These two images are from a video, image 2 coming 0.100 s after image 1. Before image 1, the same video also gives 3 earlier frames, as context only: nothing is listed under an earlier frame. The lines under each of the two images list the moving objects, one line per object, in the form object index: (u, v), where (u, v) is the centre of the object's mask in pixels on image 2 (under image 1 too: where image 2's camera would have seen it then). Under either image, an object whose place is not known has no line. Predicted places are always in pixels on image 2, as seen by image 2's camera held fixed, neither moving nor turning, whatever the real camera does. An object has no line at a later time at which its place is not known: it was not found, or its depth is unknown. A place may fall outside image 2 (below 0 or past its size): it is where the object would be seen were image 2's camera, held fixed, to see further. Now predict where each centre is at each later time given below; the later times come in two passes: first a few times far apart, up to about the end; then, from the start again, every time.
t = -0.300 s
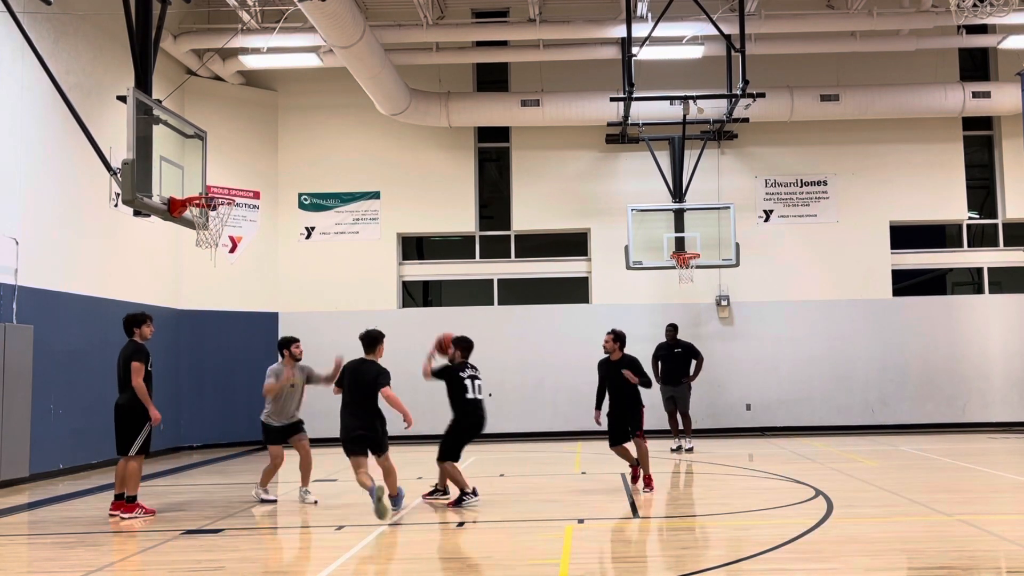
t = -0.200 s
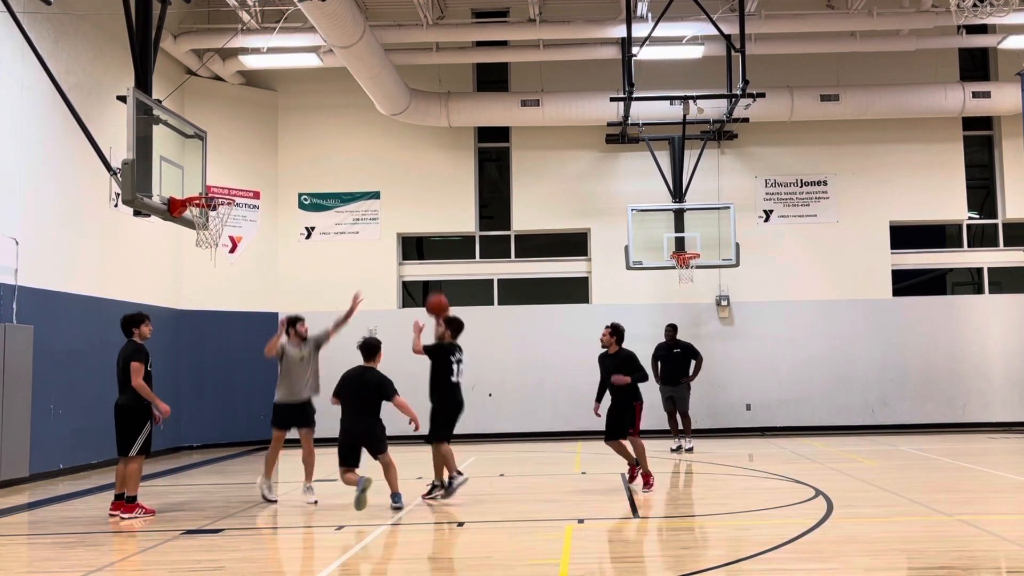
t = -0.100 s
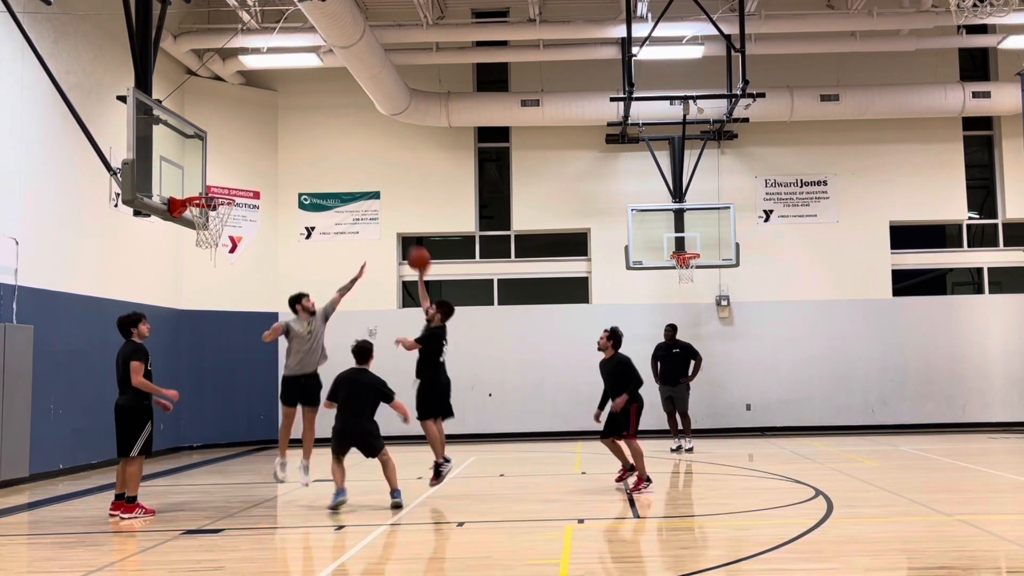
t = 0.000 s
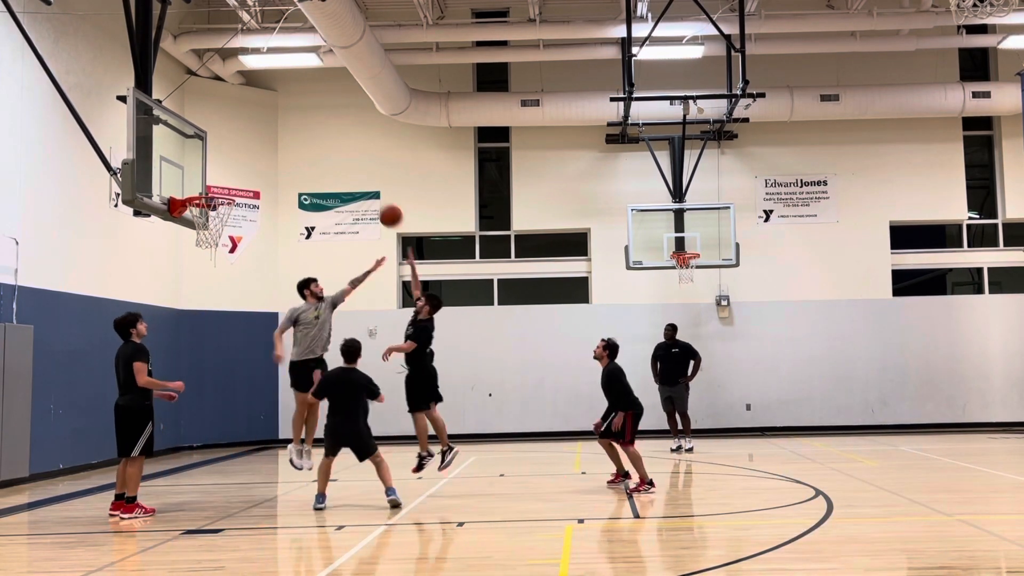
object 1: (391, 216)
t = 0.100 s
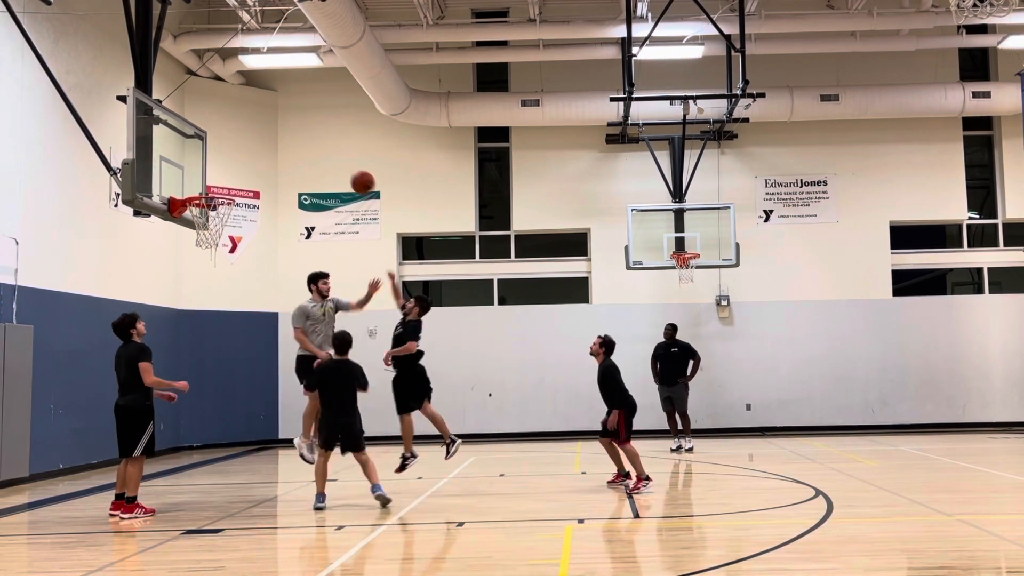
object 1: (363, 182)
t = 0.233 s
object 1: (326, 153)
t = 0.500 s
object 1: (255, 144)
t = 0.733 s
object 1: (192, 188)
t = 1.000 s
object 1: (238, 162)
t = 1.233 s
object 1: (276, 187)
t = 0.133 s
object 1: (353, 173)
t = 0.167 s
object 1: (344, 165)
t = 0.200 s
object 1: (335, 159)
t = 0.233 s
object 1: (326, 153)
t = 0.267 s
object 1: (317, 148)
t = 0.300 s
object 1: (308, 144)
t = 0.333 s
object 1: (300, 142)
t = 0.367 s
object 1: (291, 140)
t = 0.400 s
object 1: (282, 139)
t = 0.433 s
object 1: (273, 140)
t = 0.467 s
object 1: (264, 141)
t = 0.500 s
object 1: (255, 144)
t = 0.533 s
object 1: (246, 147)
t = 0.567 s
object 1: (237, 152)
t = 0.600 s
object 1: (228, 157)
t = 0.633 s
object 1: (219, 164)
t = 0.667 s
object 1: (210, 172)
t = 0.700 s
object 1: (201, 180)
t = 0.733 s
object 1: (192, 188)
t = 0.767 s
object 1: (197, 184)
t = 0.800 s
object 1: (203, 178)
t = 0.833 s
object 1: (209, 172)
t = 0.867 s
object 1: (215, 168)
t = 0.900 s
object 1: (221, 165)
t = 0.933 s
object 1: (227, 163)
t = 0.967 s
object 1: (232, 162)
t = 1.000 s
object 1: (238, 162)
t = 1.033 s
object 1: (244, 162)
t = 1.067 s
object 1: (249, 164)
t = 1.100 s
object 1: (255, 167)
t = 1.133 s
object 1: (260, 171)
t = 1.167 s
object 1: (266, 175)
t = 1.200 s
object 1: (271, 181)
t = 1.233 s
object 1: (276, 187)
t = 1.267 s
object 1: (281, 195)
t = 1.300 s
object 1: (286, 203)
